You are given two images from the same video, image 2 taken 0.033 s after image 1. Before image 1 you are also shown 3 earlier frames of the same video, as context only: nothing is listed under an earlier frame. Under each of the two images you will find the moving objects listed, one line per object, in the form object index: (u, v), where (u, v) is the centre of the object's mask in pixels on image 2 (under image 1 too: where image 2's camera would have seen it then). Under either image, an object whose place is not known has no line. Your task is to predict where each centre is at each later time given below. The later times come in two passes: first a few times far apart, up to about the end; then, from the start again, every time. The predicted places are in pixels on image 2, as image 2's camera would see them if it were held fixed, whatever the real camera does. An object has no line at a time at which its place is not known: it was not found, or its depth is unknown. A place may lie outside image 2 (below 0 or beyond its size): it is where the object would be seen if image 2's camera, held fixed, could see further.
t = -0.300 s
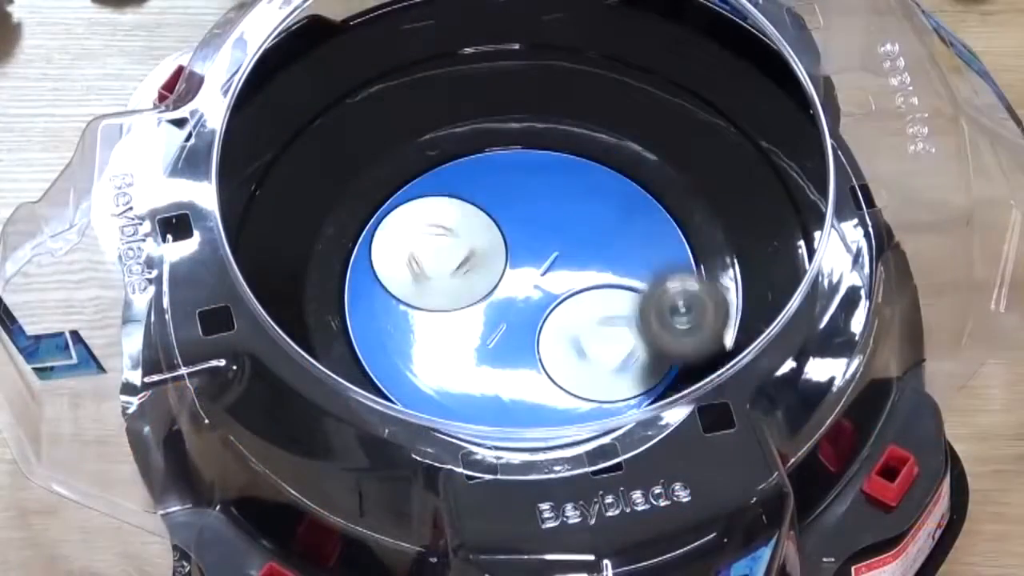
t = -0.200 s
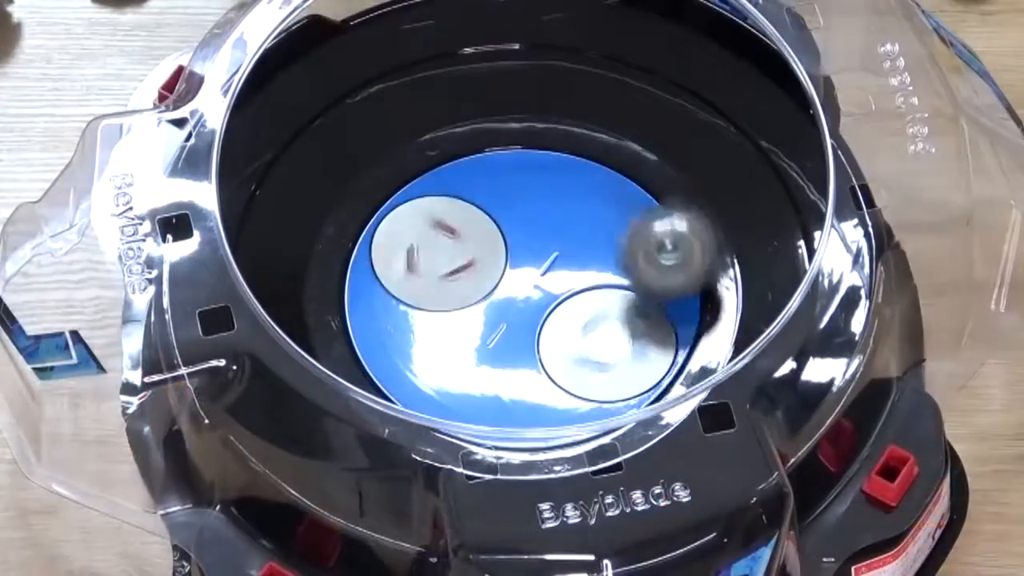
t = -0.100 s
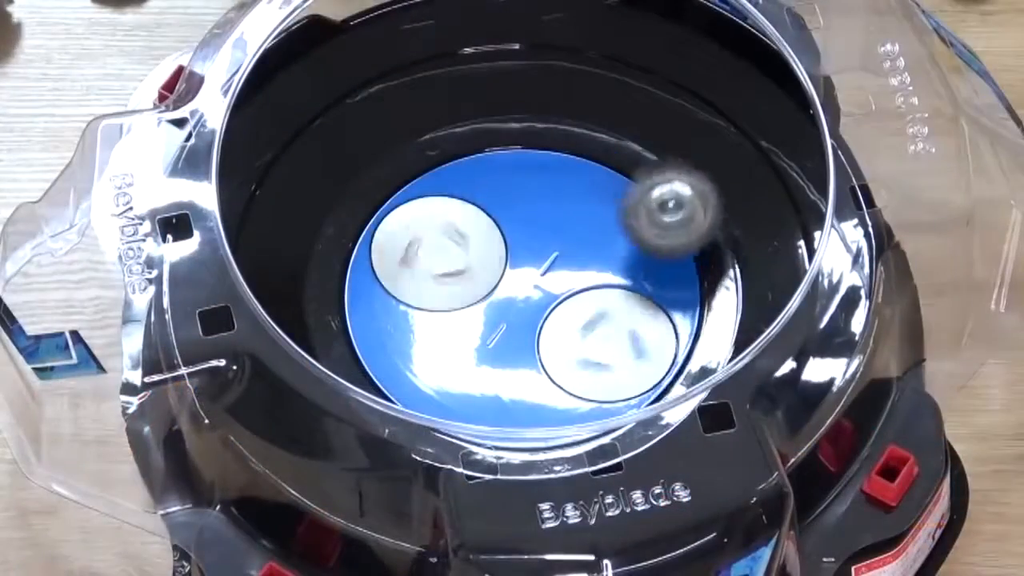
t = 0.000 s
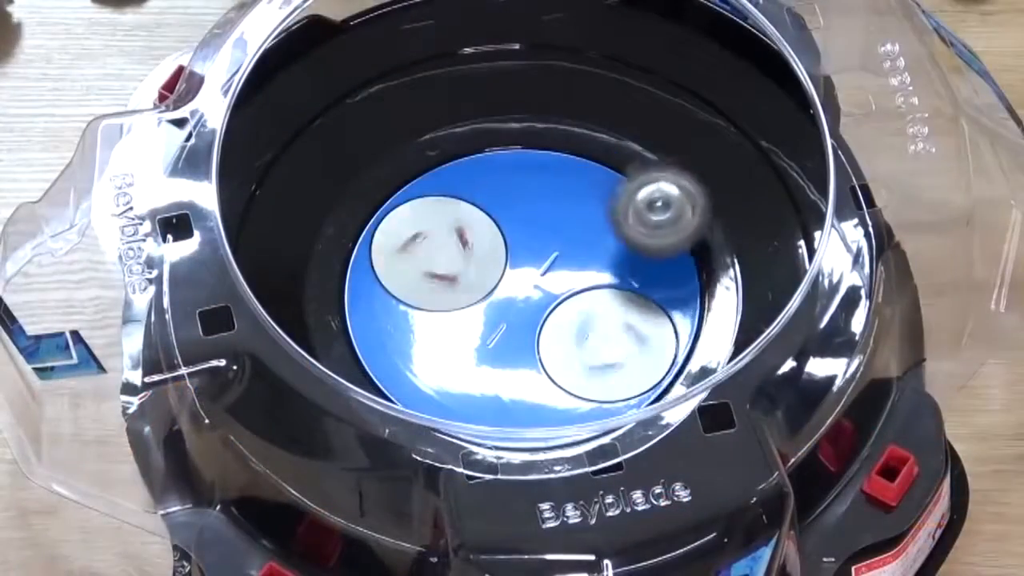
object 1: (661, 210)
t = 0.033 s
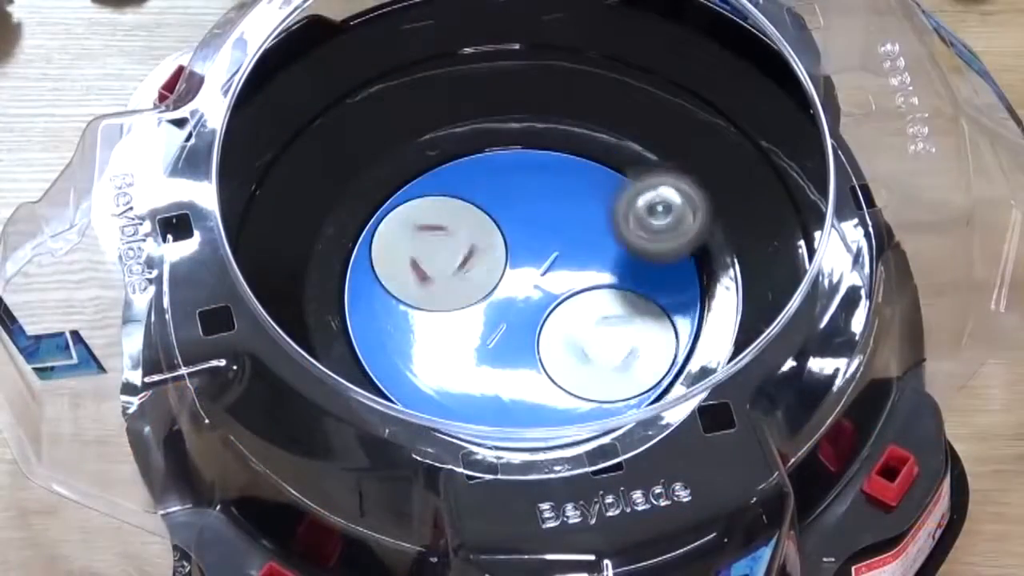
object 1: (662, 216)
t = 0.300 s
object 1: (688, 274)
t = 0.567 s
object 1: (678, 324)
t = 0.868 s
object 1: (633, 270)
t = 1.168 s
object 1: (606, 368)
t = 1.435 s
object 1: (610, 326)
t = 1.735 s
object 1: (421, 291)
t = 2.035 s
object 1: (400, 325)
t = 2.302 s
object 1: (398, 313)
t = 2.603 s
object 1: (440, 268)
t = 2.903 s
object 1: (378, 241)
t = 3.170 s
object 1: (499, 157)
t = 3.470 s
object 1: (549, 170)
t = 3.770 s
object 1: (576, 244)
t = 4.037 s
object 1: (569, 293)
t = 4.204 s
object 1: (557, 325)
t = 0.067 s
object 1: (667, 223)
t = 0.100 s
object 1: (674, 229)
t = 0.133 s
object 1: (683, 237)
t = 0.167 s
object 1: (690, 244)
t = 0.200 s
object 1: (687, 252)
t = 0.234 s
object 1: (684, 260)
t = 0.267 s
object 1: (685, 267)
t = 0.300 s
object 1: (688, 274)
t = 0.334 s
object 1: (692, 281)
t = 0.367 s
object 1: (687, 287)
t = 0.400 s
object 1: (682, 293)
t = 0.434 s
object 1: (680, 298)
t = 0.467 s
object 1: (680, 305)
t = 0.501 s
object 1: (681, 312)
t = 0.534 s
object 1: (681, 319)
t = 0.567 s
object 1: (678, 324)
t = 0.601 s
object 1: (672, 325)
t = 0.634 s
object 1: (666, 325)
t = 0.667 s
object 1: (650, 321)
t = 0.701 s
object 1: (647, 313)
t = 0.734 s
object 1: (643, 303)
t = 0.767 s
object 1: (640, 294)
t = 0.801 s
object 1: (641, 288)
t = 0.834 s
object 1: (638, 278)
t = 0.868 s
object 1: (633, 270)
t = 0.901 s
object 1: (621, 264)
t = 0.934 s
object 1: (603, 263)
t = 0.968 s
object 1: (580, 269)
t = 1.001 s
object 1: (560, 282)
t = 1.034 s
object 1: (546, 304)
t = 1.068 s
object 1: (546, 326)
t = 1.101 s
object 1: (562, 343)
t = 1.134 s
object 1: (587, 358)
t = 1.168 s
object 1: (606, 368)
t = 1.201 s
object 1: (621, 369)
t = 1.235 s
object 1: (628, 372)
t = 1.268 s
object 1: (631, 372)
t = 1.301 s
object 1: (628, 366)
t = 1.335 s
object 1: (626, 355)
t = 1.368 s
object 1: (622, 344)
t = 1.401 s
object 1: (621, 339)
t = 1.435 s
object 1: (610, 326)
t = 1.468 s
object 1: (604, 319)
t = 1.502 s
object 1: (594, 309)
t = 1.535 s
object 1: (579, 299)
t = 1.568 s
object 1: (564, 299)
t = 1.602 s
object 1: (528, 294)
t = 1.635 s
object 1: (496, 291)
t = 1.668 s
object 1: (468, 289)
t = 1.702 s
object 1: (444, 286)
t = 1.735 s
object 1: (421, 291)
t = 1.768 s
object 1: (401, 294)
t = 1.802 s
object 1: (379, 300)
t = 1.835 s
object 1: (358, 307)
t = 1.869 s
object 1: (358, 310)
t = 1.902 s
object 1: (372, 314)
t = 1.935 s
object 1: (383, 318)
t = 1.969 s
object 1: (392, 322)
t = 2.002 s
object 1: (399, 323)
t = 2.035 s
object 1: (400, 325)
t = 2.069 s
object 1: (399, 325)
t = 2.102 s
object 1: (396, 325)
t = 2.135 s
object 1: (395, 322)
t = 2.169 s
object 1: (391, 323)
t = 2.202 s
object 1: (391, 320)
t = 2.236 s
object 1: (392, 319)
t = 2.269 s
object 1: (395, 316)
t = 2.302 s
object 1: (398, 313)
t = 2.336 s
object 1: (402, 309)
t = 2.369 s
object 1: (406, 306)
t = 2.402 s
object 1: (411, 299)
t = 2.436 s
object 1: (416, 295)
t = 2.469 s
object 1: (421, 289)
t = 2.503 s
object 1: (425, 281)
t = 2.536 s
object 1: (431, 274)
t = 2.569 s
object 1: (438, 271)
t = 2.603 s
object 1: (440, 268)
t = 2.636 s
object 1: (438, 267)
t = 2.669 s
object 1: (436, 271)
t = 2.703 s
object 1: (429, 271)
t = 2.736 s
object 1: (423, 275)
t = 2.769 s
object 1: (413, 273)
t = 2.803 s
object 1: (405, 268)
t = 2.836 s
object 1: (396, 262)
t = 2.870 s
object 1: (386, 253)
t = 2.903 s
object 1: (378, 241)
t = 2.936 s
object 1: (375, 229)
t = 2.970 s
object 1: (377, 215)
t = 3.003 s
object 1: (385, 198)
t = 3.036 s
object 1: (397, 184)
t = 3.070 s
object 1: (417, 173)
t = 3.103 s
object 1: (446, 164)
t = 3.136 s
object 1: (474, 159)
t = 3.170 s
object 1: (499, 157)
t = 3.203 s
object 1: (518, 157)
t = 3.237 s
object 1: (532, 158)
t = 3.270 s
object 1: (541, 159)
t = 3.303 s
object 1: (544, 161)
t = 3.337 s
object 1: (546, 161)
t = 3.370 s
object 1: (547, 162)
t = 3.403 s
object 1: (548, 164)
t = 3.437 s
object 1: (549, 167)
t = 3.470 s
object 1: (549, 170)
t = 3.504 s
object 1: (549, 175)
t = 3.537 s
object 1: (549, 182)
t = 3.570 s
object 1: (550, 190)
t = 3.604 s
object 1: (551, 197)
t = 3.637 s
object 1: (553, 207)
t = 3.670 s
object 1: (557, 219)
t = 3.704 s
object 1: (563, 226)
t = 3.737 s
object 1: (568, 234)
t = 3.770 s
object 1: (576, 244)
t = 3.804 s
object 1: (584, 252)
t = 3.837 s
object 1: (591, 260)
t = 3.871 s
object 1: (596, 269)
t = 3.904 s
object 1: (597, 277)
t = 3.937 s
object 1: (594, 282)
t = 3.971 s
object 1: (587, 282)
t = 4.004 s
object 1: (579, 287)
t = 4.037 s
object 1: (569, 293)
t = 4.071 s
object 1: (560, 297)
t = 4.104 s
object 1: (549, 302)
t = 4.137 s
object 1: (542, 307)
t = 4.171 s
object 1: (544, 317)
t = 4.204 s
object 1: (557, 325)
